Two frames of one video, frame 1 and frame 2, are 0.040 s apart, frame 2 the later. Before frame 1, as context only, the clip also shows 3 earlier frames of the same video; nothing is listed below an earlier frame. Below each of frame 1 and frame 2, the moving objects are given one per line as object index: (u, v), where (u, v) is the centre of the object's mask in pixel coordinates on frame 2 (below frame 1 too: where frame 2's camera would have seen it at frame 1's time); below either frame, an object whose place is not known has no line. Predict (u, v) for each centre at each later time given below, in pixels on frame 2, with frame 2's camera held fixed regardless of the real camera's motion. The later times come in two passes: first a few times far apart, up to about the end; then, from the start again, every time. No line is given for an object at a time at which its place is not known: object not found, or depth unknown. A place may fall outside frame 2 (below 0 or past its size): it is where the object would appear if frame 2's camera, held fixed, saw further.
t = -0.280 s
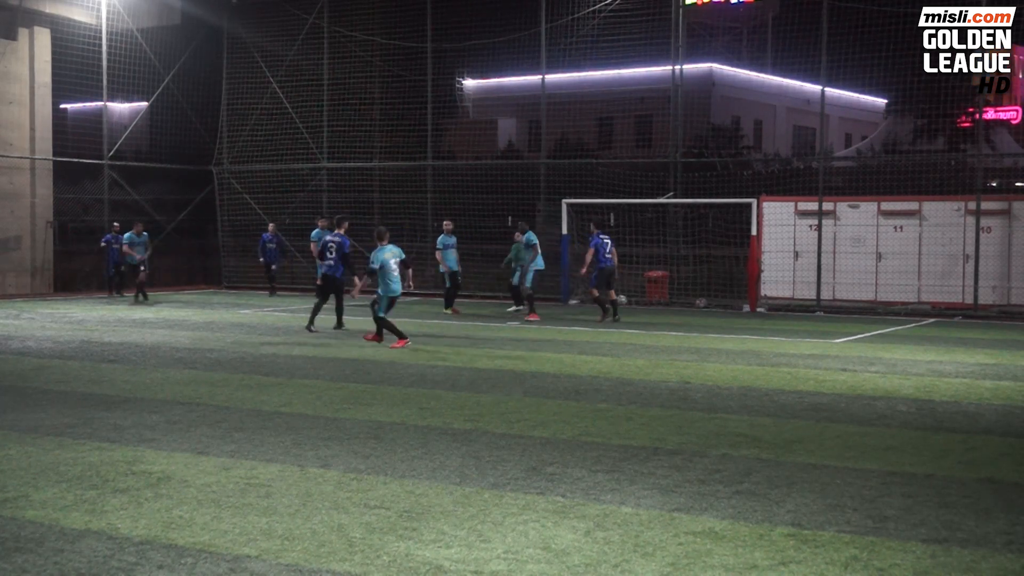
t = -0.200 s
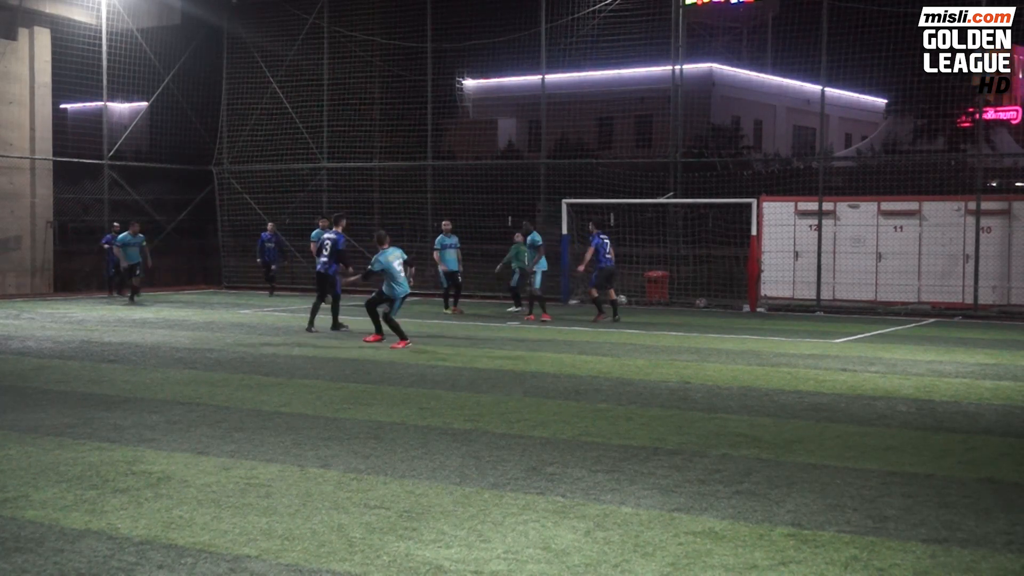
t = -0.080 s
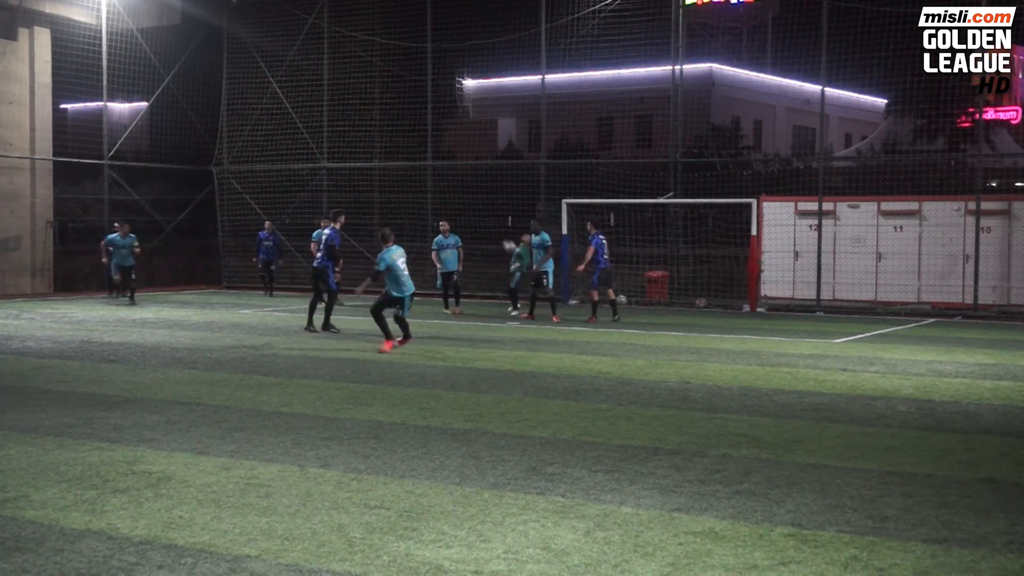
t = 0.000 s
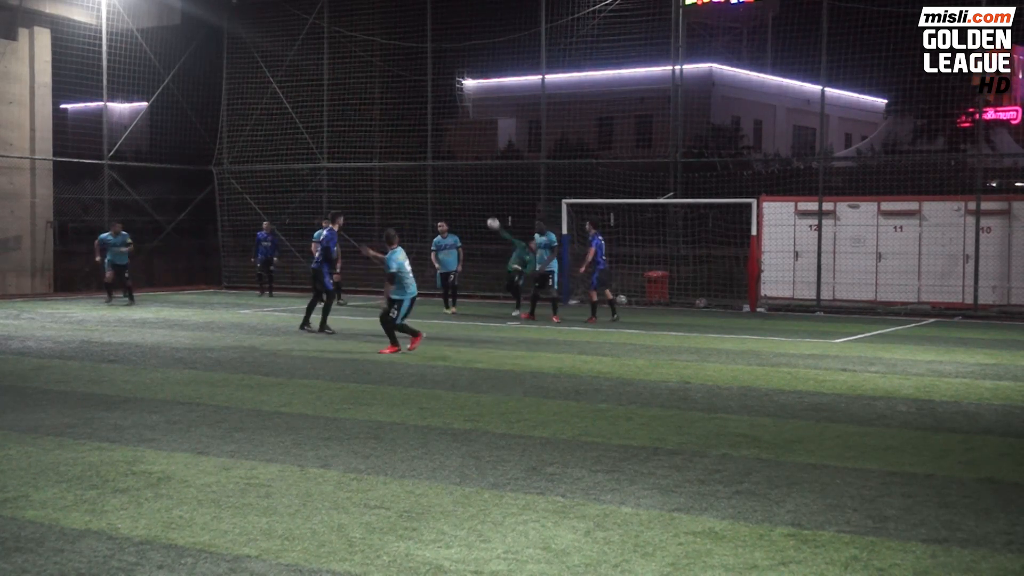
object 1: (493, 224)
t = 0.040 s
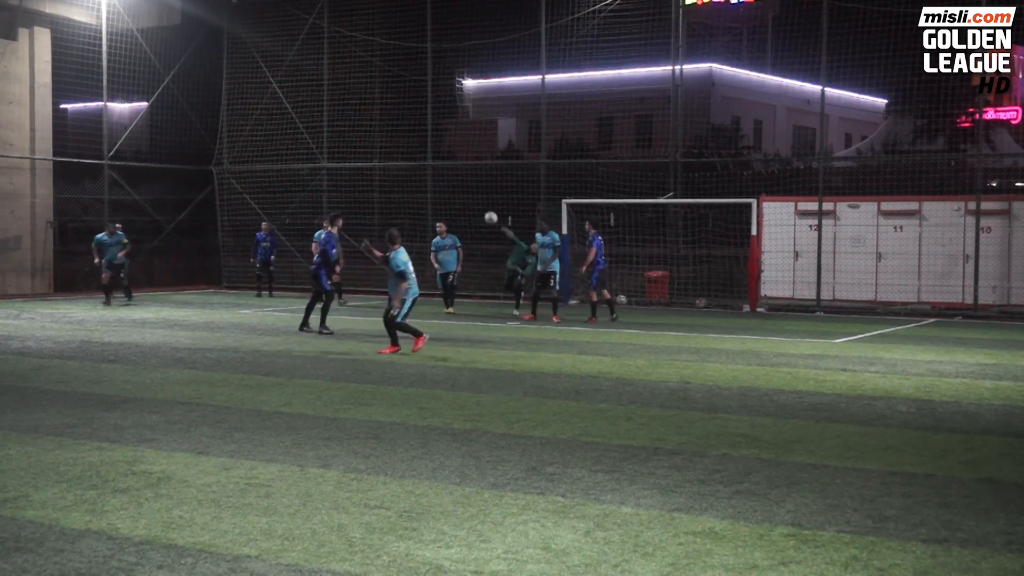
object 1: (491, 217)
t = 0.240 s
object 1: (476, 197)
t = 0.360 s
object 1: (460, 191)
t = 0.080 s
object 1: (489, 212)
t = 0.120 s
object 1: (486, 208)
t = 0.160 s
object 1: (483, 204)
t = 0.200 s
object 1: (480, 200)
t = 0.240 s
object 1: (476, 197)
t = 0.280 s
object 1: (471, 194)
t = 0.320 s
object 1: (466, 192)
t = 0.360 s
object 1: (460, 191)
